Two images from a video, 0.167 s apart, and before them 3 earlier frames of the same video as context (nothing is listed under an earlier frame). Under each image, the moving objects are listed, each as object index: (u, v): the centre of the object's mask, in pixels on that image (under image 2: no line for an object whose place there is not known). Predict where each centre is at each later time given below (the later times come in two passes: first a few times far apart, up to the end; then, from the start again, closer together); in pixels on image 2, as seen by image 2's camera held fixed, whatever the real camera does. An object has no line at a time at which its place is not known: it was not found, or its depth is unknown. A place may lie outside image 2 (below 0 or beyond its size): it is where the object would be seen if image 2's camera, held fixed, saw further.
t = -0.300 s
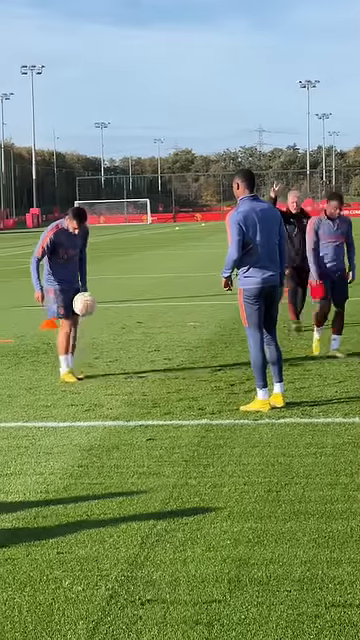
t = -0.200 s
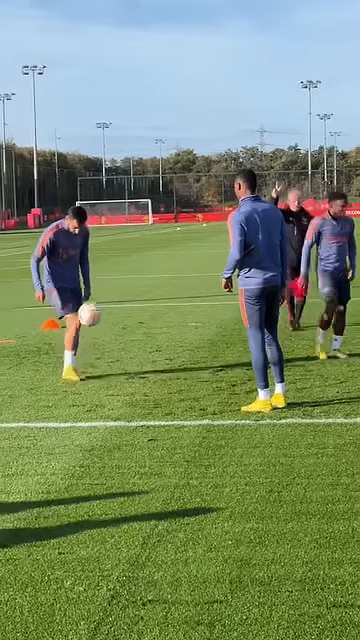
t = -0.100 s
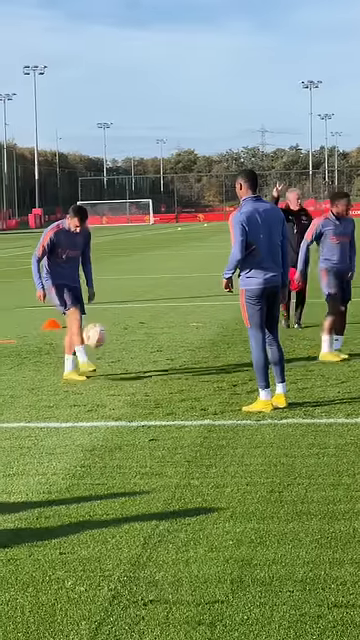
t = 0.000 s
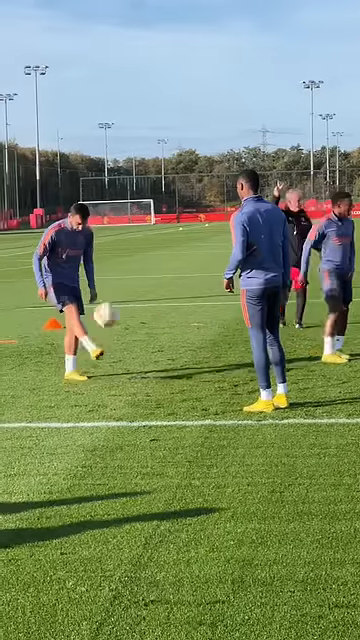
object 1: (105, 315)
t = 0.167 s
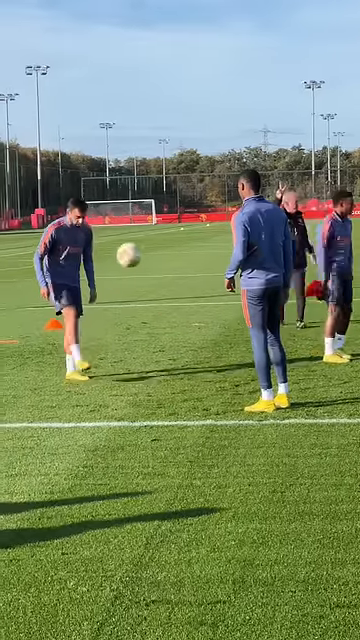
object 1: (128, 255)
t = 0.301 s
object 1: (146, 228)
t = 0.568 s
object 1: (187, 232)
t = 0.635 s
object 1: (198, 246)
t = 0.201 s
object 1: (132, 247)
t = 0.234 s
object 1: (137, 239)
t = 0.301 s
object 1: (146, 228)
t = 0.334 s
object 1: (152, 224)
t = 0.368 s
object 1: (157, 221)
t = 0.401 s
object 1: (162, 220)
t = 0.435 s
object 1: (167, 220)
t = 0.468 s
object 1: (172, 221)
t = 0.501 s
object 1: (177, 223)
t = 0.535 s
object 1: (182, 226)
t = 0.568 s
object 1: (187, 232)
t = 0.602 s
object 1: (193, 237)
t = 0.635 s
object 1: (198, 246)
